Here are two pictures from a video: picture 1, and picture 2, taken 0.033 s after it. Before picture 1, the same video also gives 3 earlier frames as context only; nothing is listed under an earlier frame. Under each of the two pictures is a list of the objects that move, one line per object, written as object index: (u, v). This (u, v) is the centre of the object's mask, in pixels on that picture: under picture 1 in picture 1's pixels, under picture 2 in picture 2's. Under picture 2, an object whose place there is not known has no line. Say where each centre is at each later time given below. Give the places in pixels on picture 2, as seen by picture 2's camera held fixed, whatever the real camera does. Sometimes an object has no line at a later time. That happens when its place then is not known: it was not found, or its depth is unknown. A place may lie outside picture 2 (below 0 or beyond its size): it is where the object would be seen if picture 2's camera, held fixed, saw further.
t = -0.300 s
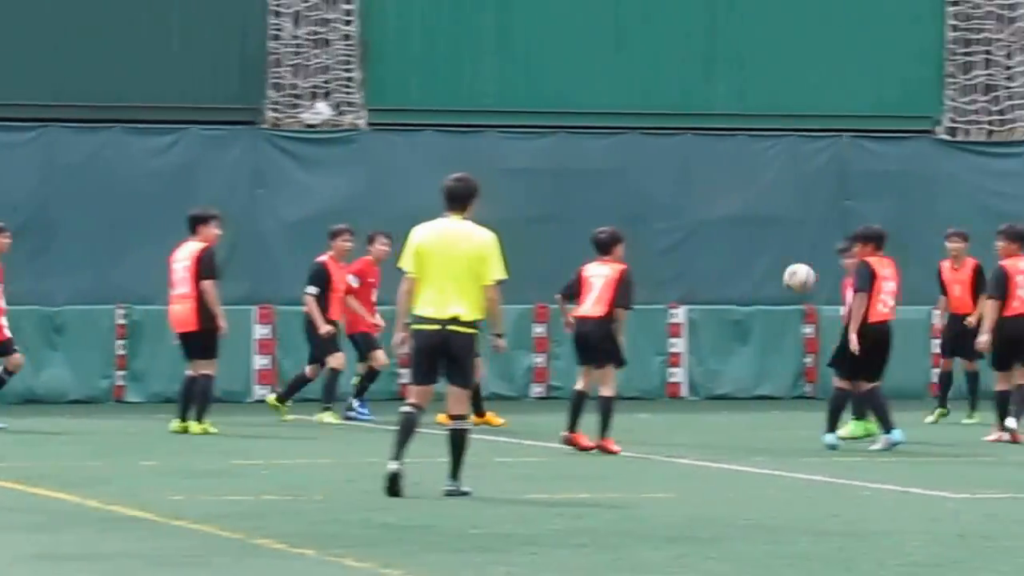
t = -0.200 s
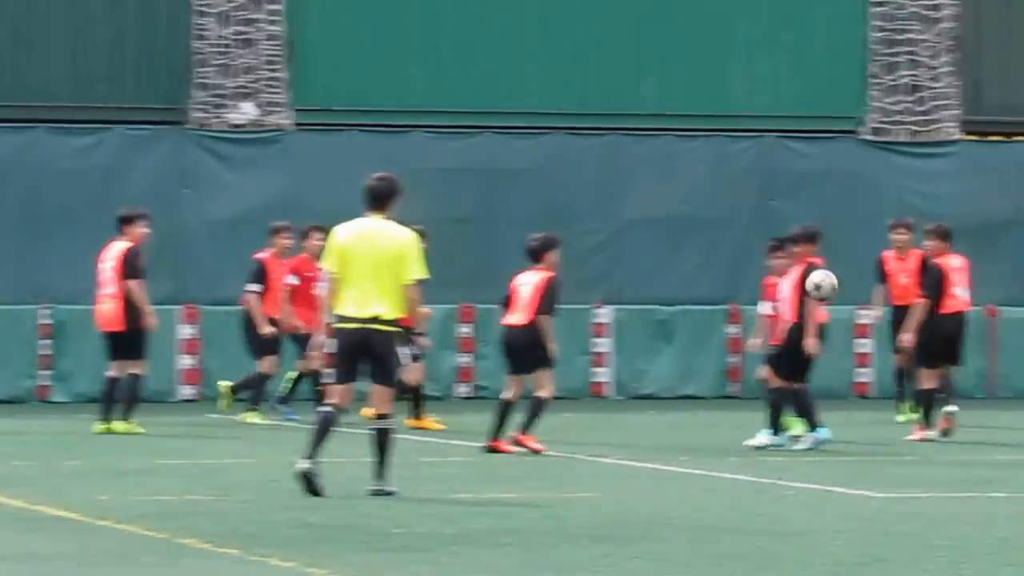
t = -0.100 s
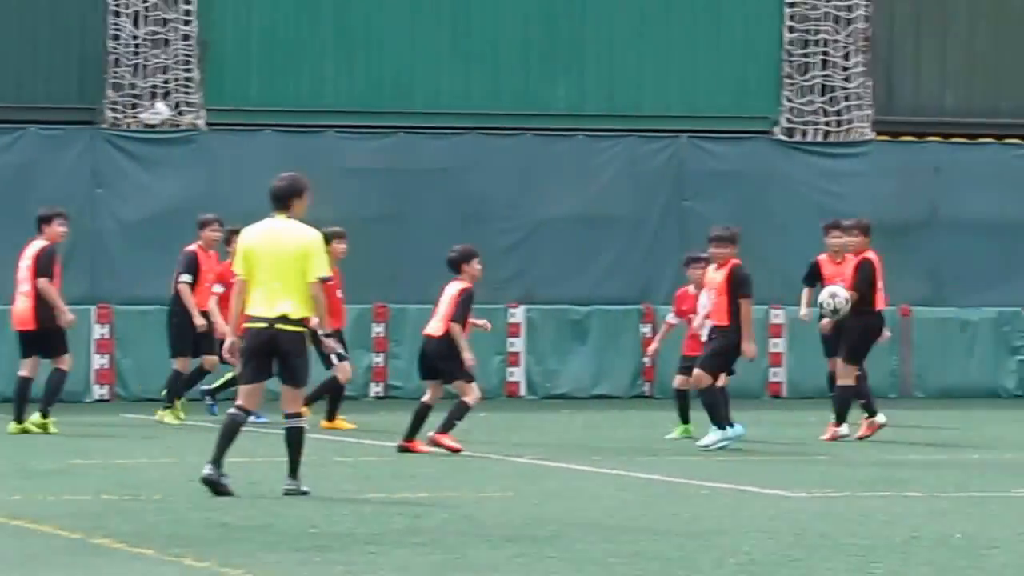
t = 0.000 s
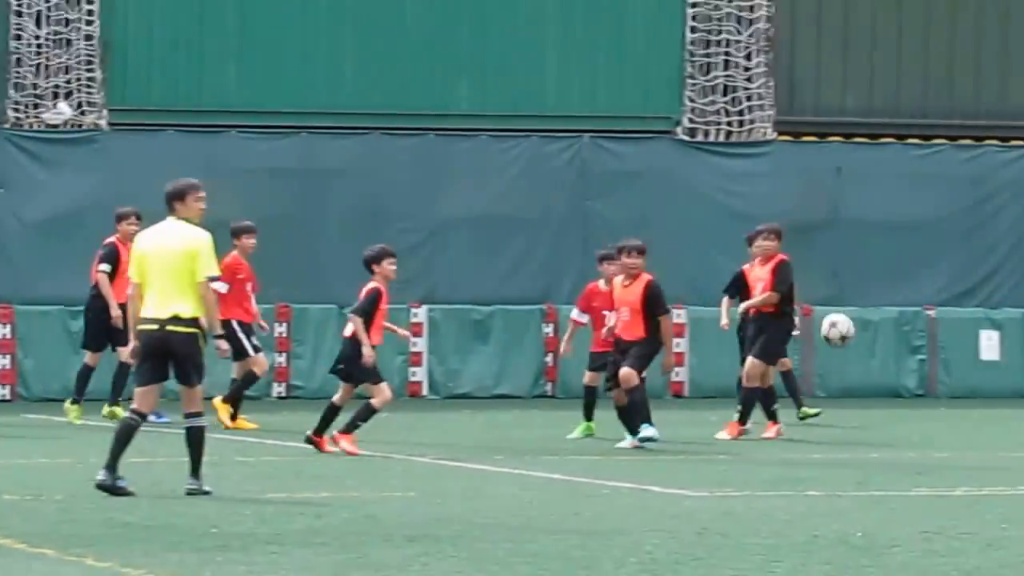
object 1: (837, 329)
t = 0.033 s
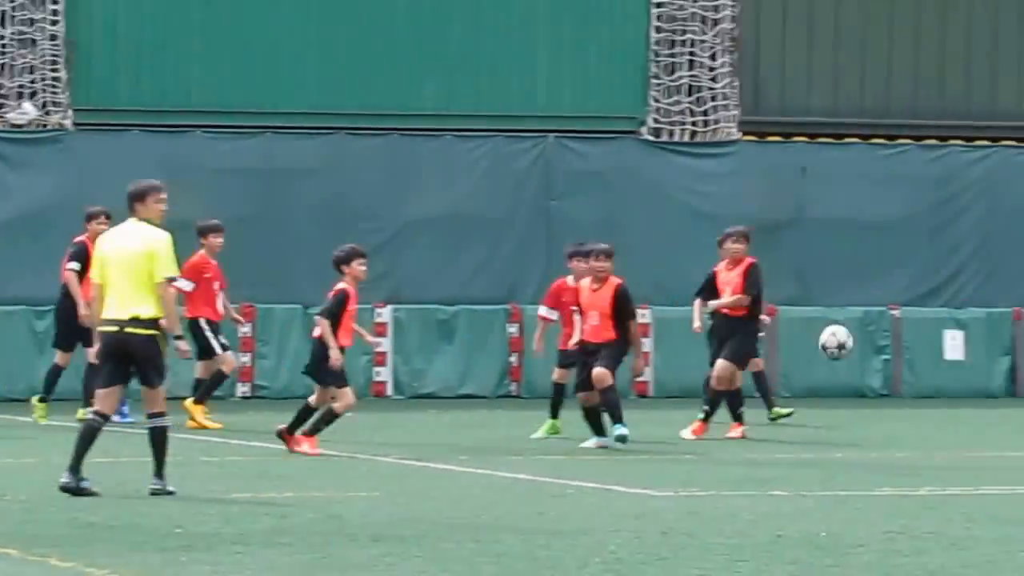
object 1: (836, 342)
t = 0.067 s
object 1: (871, 357)
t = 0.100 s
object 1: (906, 372)
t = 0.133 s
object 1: (942, 389)
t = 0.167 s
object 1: (979, 408)
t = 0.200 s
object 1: (1014, 430)
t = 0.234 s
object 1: (1051, 454)
